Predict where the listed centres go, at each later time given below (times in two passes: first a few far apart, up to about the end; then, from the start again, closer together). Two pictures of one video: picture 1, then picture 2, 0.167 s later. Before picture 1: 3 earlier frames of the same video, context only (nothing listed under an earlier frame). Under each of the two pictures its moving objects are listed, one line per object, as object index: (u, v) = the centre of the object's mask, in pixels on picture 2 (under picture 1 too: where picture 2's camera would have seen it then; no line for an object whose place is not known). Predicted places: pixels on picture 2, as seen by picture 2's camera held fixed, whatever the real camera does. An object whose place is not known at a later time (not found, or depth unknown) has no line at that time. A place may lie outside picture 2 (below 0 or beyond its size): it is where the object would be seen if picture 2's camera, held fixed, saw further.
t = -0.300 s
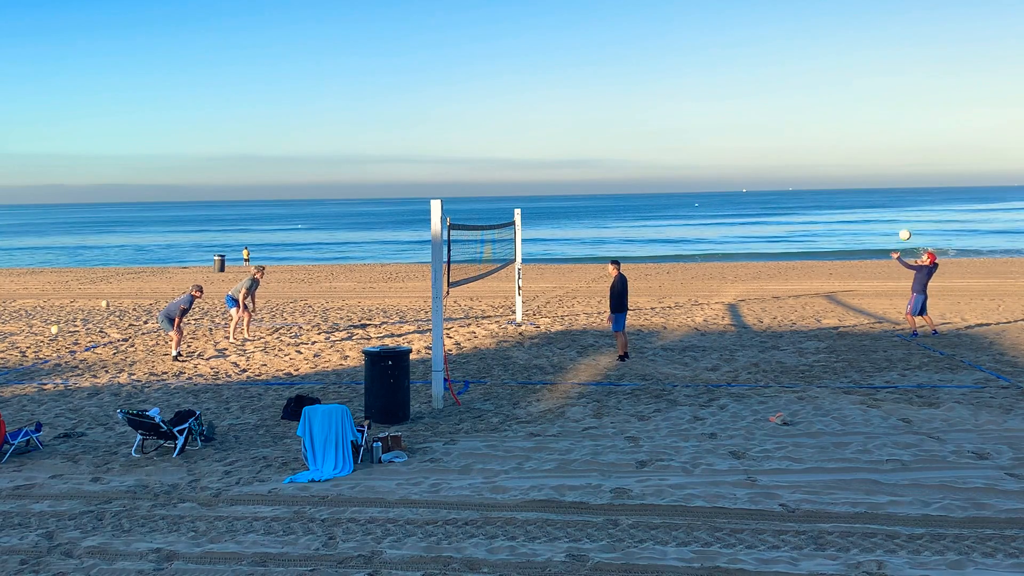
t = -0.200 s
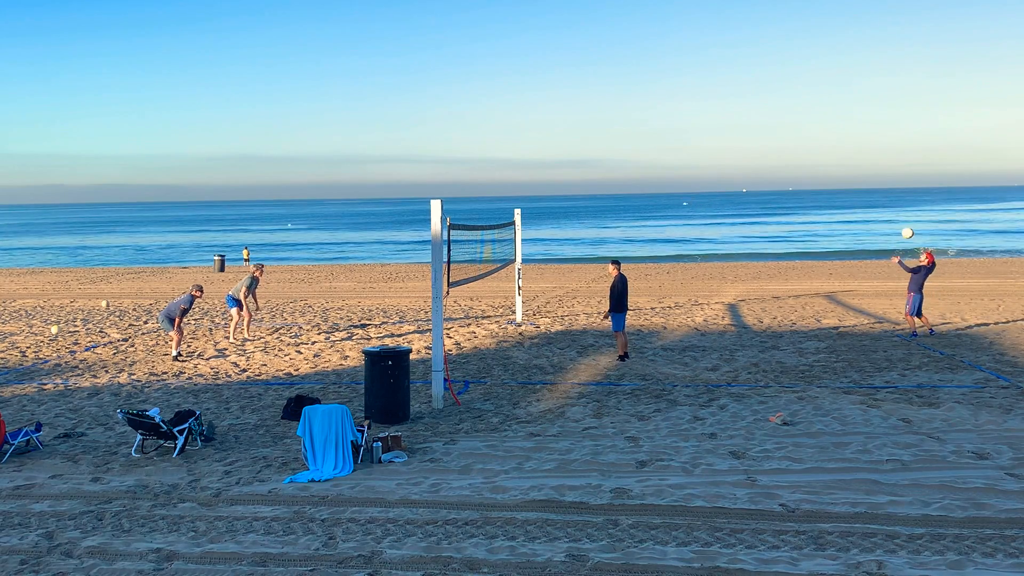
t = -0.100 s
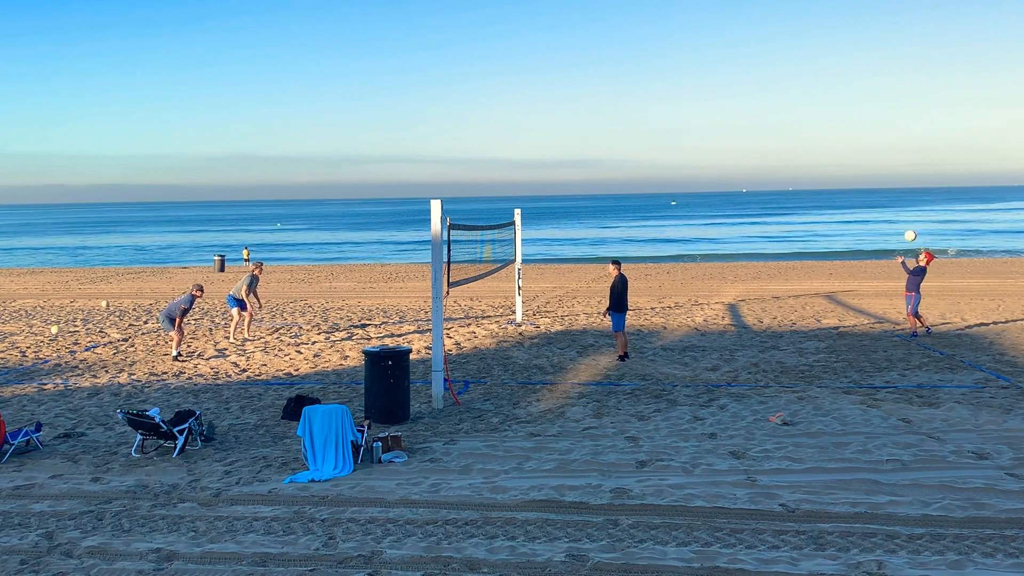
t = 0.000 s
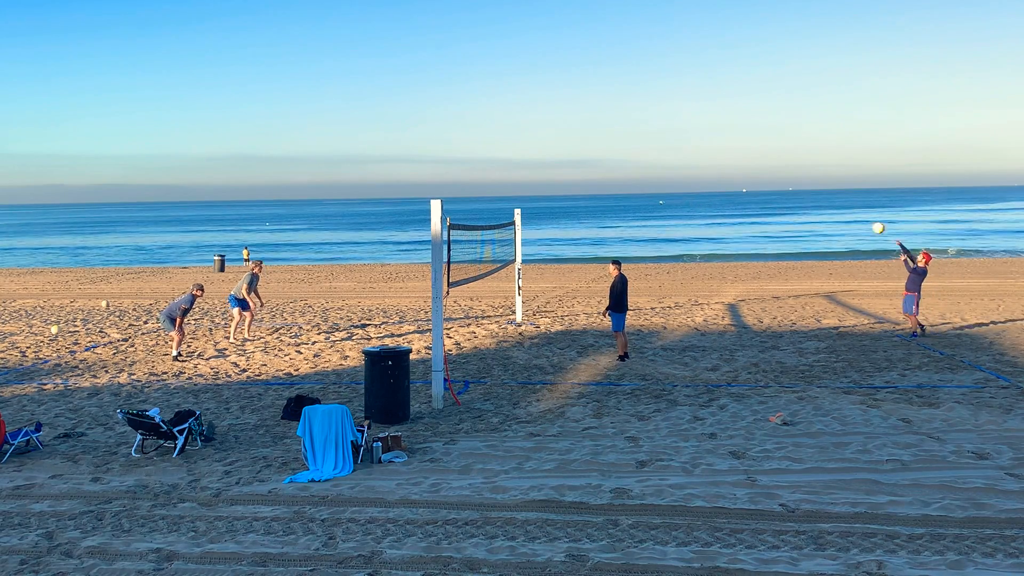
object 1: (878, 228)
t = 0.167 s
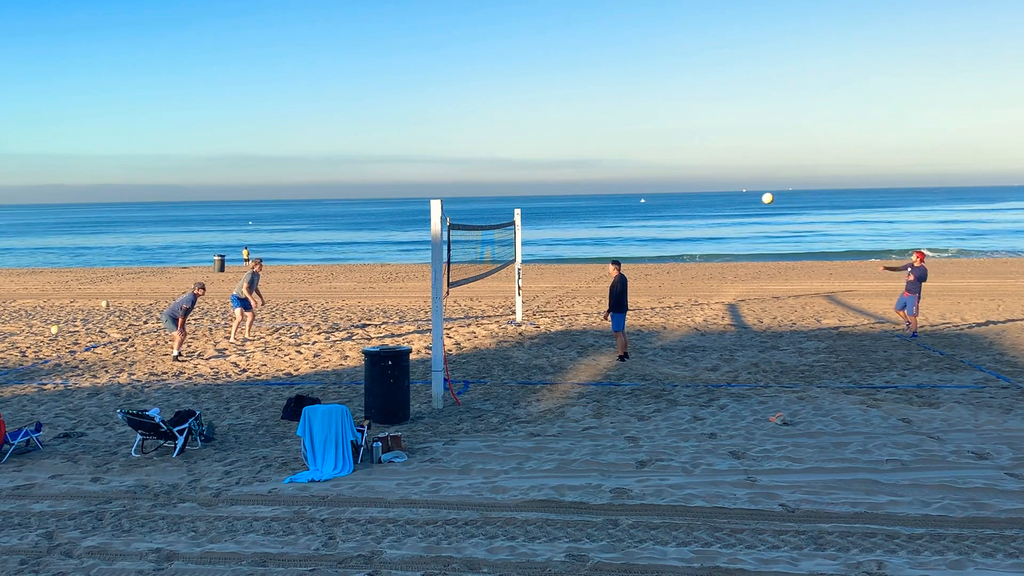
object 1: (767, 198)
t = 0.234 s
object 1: (724, 191)
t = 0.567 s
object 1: (531, 194)
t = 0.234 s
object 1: (724, 191)
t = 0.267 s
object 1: (704, 188)
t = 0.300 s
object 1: (683, 185)
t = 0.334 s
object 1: (664, 185)
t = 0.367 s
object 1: (644, 185)
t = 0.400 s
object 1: (625, 185)
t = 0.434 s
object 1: (606, 185)
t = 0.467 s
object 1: (587, 187)
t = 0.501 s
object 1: (568, 188)
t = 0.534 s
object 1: (550, 191)
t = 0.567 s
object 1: (531, 194)
